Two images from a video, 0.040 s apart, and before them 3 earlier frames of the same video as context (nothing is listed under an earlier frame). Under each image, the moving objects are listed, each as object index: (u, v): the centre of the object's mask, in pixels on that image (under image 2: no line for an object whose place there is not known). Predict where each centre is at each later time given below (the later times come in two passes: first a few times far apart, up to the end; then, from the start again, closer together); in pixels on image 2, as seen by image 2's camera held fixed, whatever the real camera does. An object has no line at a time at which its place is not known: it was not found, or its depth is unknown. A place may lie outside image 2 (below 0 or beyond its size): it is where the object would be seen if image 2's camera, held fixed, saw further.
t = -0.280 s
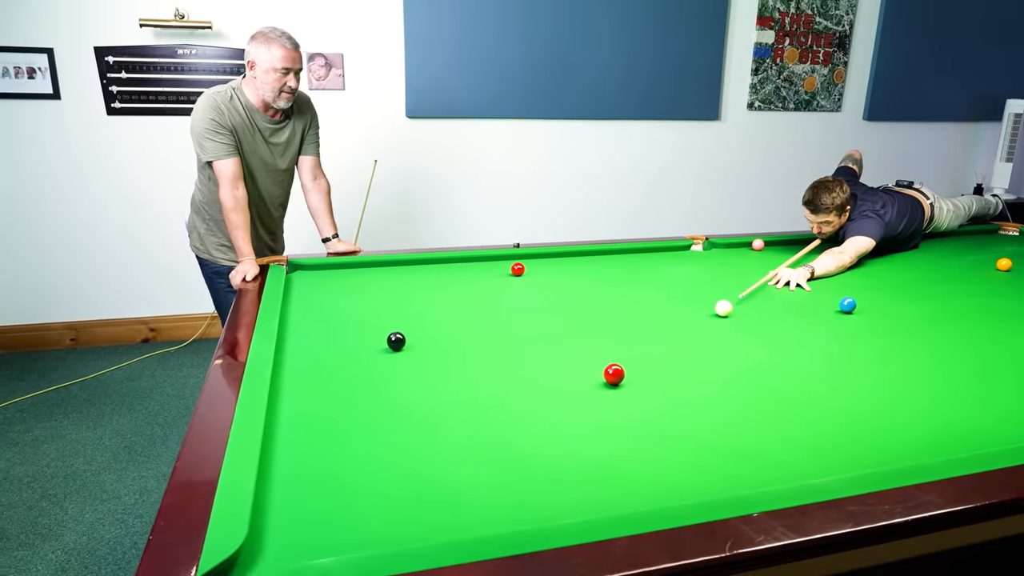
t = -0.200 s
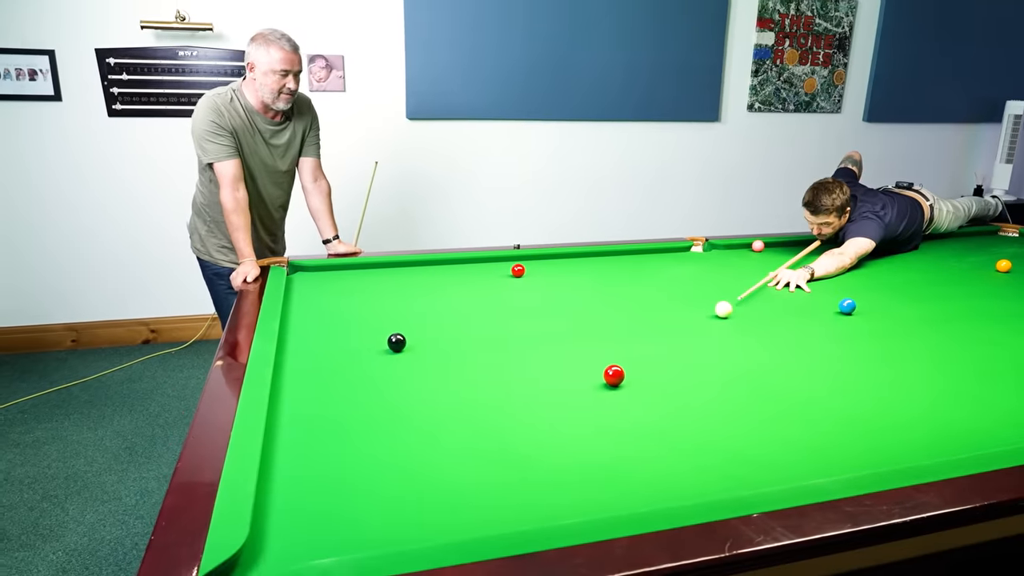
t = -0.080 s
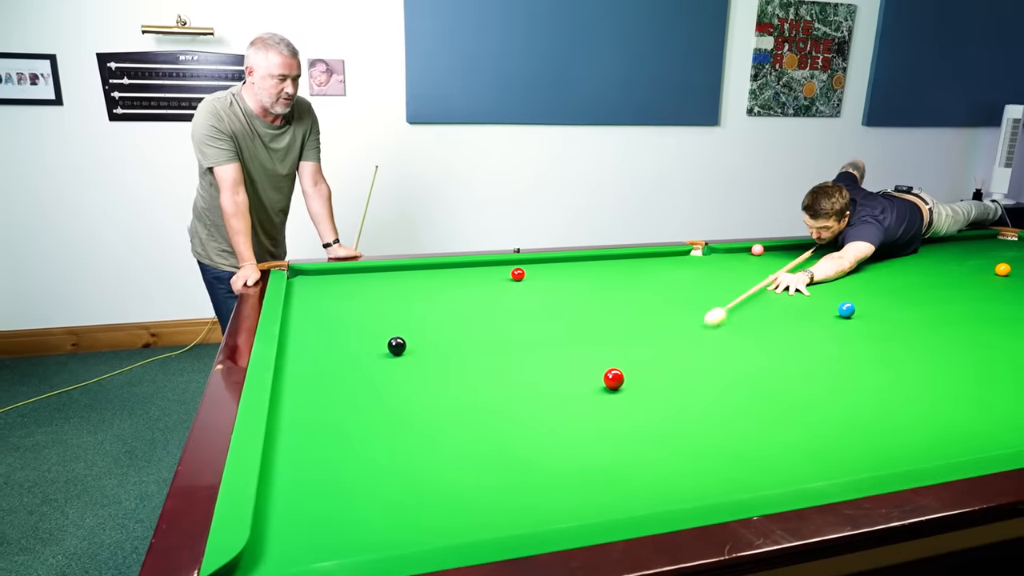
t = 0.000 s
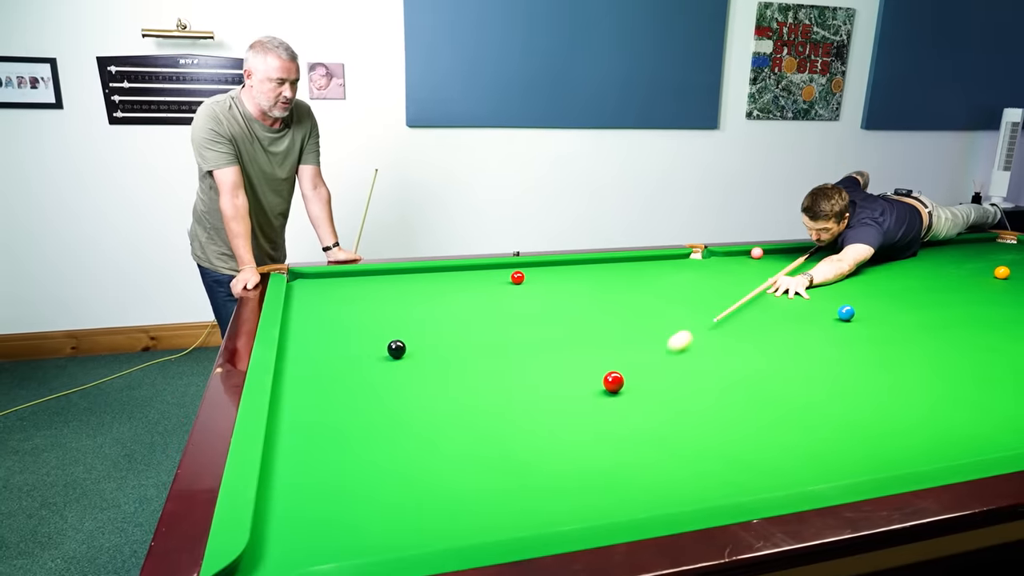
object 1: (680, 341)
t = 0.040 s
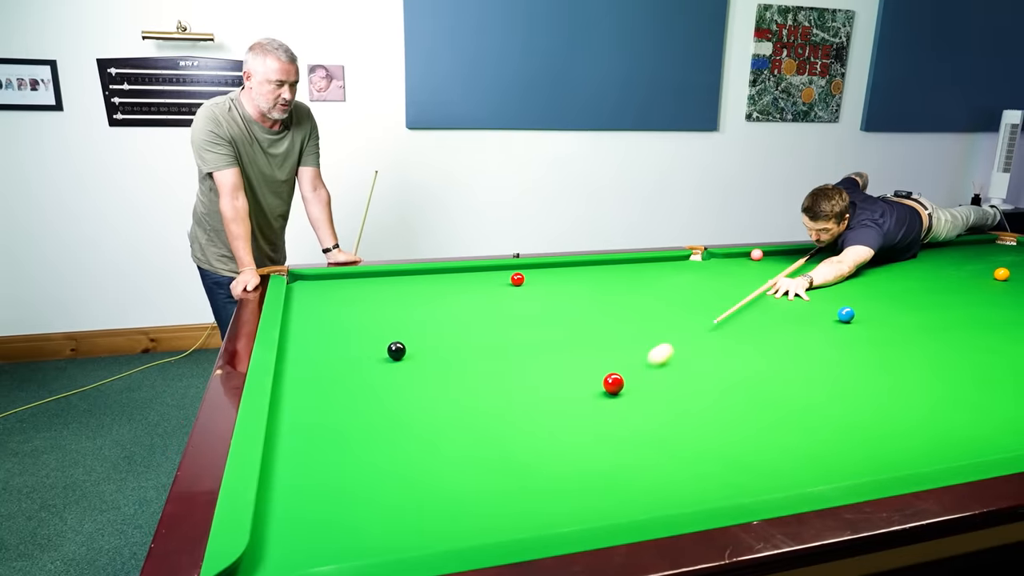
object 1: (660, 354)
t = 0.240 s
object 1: (622, 381)
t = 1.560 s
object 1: (335, 547)
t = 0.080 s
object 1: (640, 367)
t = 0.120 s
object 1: (624, 377)
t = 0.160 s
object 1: (624, 378)
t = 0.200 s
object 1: (623, 379)
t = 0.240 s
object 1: (622, 381)
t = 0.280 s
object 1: (620, 383)
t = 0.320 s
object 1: (616, 385)
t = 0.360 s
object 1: (613, 388)
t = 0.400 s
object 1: (608, 392)
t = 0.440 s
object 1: (603, 396)
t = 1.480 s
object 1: (358, 549)
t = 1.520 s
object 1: (347, 548)
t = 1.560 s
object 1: (335, 547)
